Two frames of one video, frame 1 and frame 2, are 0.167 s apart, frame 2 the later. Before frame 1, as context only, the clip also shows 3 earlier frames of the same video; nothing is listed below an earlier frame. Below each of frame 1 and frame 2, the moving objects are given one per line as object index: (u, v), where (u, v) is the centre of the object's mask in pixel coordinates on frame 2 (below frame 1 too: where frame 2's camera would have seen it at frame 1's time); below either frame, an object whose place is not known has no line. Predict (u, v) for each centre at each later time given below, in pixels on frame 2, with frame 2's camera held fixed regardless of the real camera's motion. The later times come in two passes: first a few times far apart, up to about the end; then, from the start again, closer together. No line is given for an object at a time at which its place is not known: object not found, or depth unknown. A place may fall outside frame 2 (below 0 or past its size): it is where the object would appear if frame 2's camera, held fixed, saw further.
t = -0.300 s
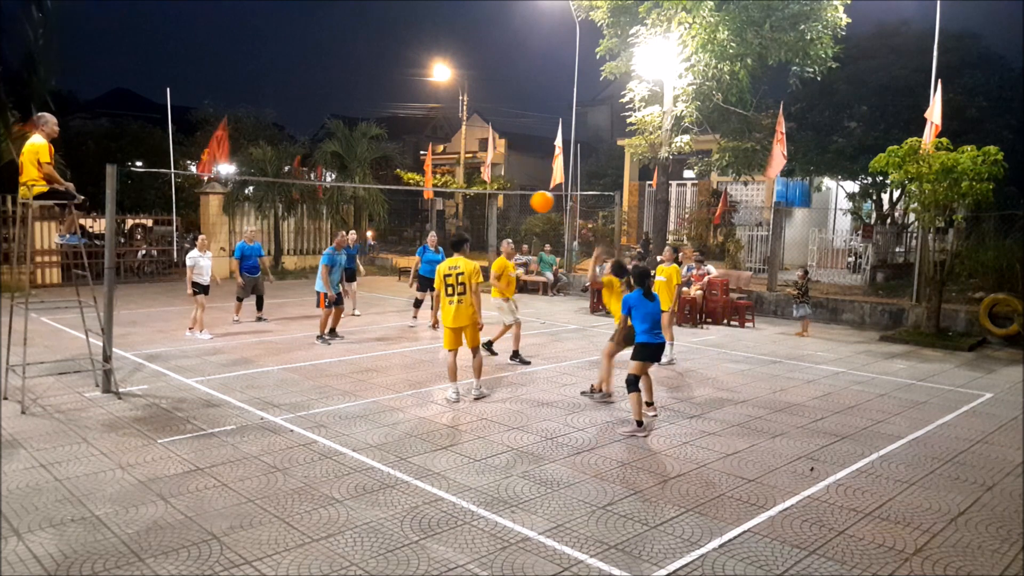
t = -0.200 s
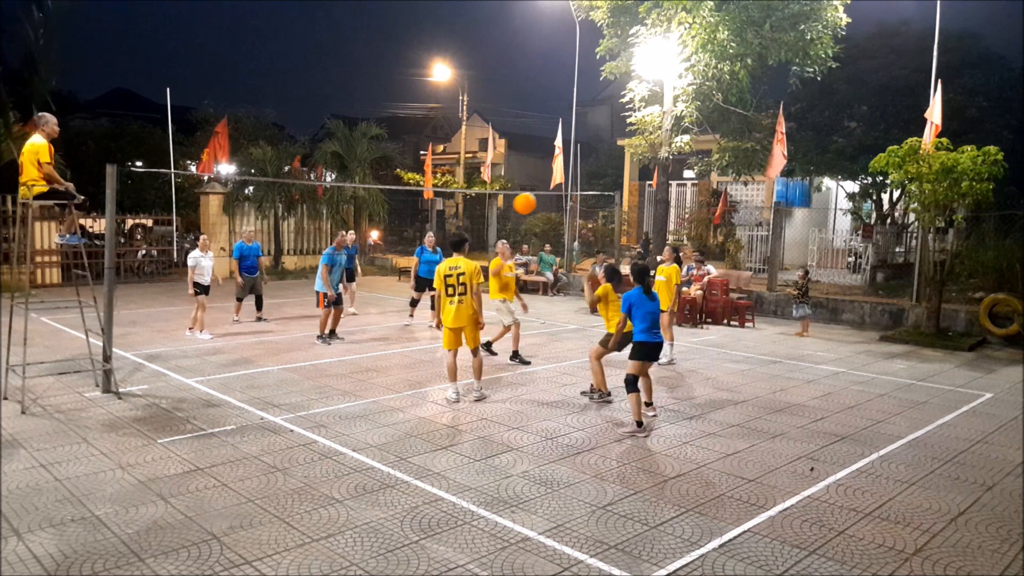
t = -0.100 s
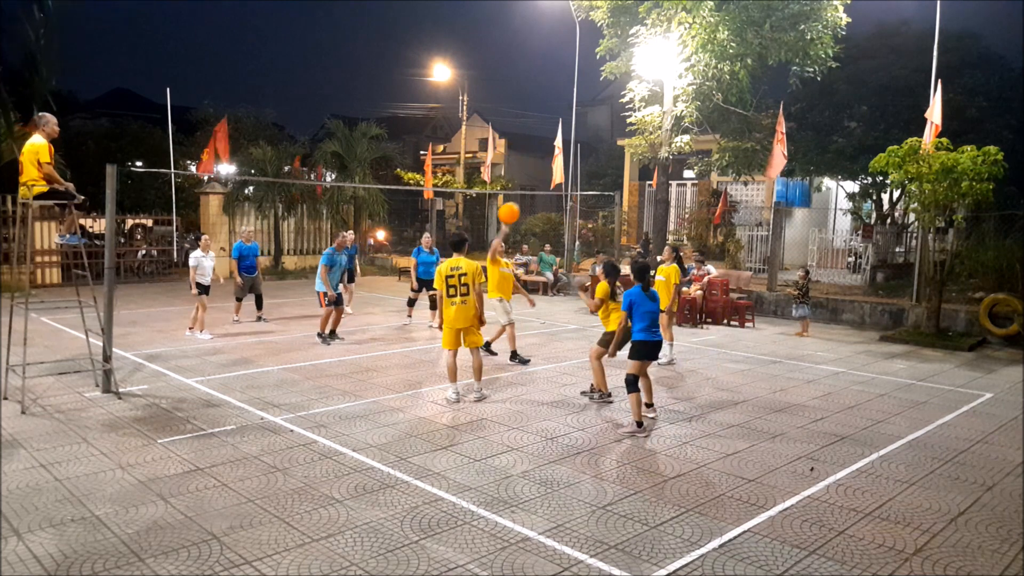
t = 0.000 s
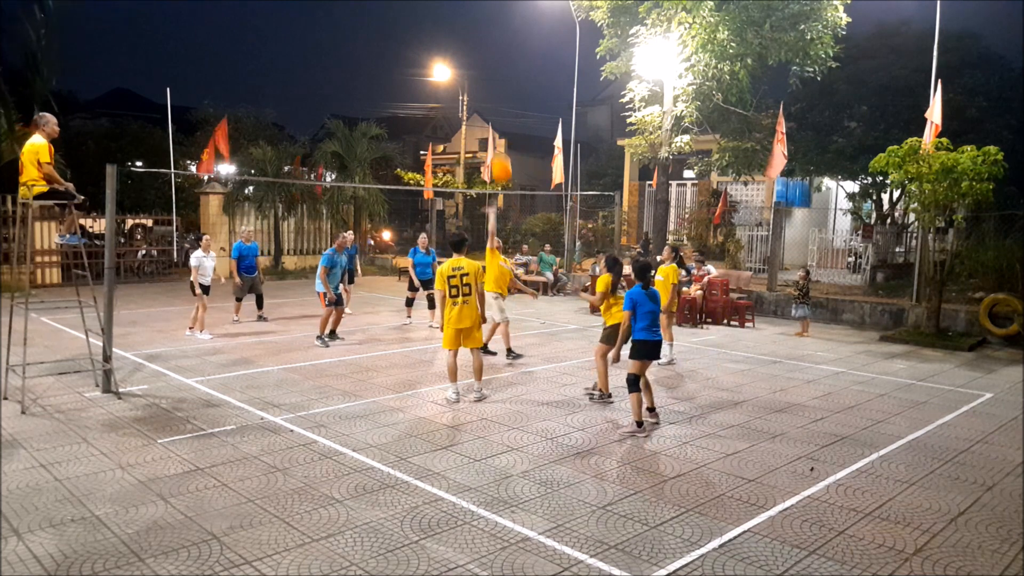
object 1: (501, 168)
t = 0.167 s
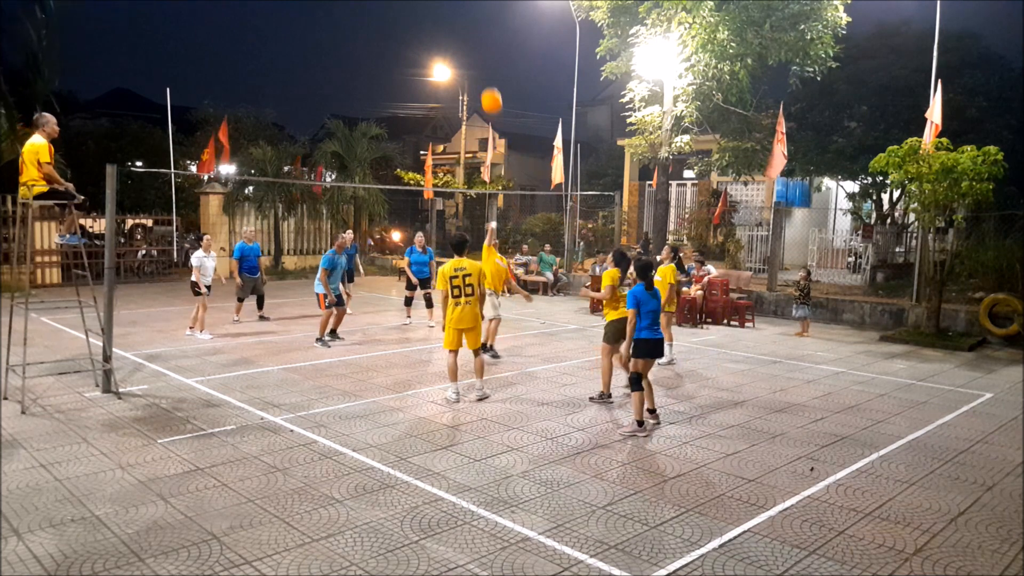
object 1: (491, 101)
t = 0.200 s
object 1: (489, 90)
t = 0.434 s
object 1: (475, 41)
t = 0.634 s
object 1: (463, 34)
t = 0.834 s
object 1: (451, 57)
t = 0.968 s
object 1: (442, 91)
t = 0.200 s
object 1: (489, 90)
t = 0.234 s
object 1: (487, 80)
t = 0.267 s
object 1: (486, 72)
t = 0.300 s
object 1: (484, 64)
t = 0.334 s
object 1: (482, 57)
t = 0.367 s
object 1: (480, 51)
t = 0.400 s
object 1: (477, 45)
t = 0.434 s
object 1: (475, 41)
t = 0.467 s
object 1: (473, 38)
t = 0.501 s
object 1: (471, 35)
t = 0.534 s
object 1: (469, 34)
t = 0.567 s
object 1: (467, 33)
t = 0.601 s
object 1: (465, 33)
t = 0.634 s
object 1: (463, 34)
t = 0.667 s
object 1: (461, 36)
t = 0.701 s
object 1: (459, 39)
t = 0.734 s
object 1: (457, 42)
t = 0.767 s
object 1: (455, 47)
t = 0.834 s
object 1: (451, 57)
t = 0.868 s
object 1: (450, 63)
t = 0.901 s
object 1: (447, 72)
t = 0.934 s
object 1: (445, 83)
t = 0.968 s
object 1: (442, 91)
